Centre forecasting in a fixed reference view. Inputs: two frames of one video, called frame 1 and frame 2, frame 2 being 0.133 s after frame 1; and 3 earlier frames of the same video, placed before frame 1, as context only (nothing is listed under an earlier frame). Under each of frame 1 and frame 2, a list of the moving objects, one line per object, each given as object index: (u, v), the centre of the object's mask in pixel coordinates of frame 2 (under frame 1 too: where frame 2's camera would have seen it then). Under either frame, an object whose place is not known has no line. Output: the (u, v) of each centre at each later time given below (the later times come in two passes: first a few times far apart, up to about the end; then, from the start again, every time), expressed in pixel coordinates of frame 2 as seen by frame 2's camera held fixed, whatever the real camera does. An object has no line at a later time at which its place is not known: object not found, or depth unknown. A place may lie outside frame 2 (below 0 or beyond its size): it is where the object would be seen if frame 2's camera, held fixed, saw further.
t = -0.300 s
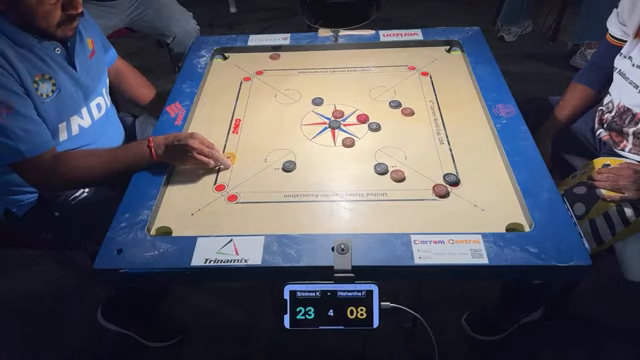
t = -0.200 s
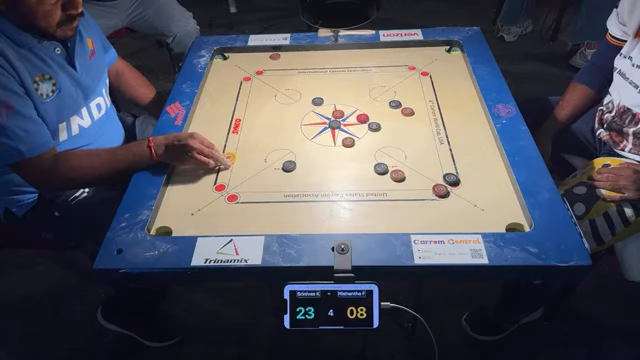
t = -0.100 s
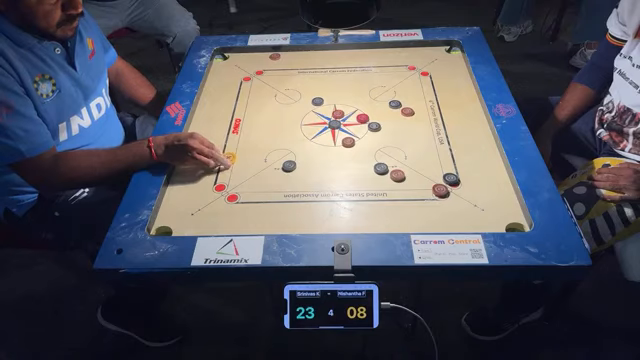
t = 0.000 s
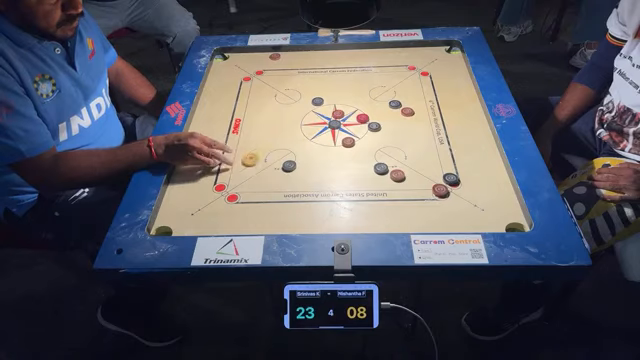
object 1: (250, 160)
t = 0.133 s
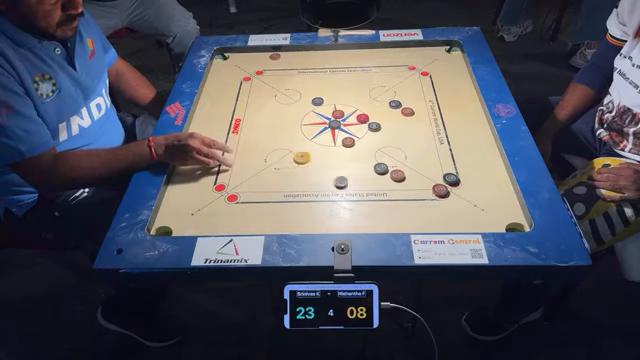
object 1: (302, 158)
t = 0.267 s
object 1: (333, 152)
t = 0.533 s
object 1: (359, 151)
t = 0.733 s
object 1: (360, 151)
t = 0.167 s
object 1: (311, 156)
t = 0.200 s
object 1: (318, 155)
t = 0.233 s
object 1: (326, 154)
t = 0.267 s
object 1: (333, 152)
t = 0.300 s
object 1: (339, 151)
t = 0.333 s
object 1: (344, 151)
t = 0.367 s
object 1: (348, 151)
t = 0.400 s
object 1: (351, 151)
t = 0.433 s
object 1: (354, 151)
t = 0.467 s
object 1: (356, 151)
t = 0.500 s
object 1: (358, 151)
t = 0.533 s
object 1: (359, 151)
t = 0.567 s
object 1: (360, 151)
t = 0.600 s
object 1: (360, 151)
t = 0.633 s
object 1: (360, 151)
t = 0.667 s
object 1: (360, 151)
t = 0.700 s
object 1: (360, 151)
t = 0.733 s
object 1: (360, 151)
